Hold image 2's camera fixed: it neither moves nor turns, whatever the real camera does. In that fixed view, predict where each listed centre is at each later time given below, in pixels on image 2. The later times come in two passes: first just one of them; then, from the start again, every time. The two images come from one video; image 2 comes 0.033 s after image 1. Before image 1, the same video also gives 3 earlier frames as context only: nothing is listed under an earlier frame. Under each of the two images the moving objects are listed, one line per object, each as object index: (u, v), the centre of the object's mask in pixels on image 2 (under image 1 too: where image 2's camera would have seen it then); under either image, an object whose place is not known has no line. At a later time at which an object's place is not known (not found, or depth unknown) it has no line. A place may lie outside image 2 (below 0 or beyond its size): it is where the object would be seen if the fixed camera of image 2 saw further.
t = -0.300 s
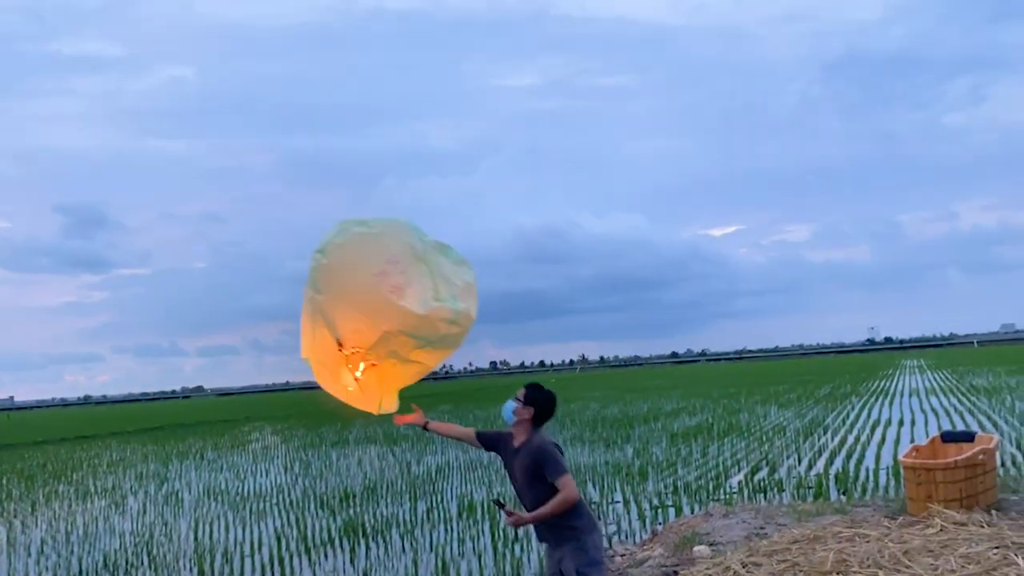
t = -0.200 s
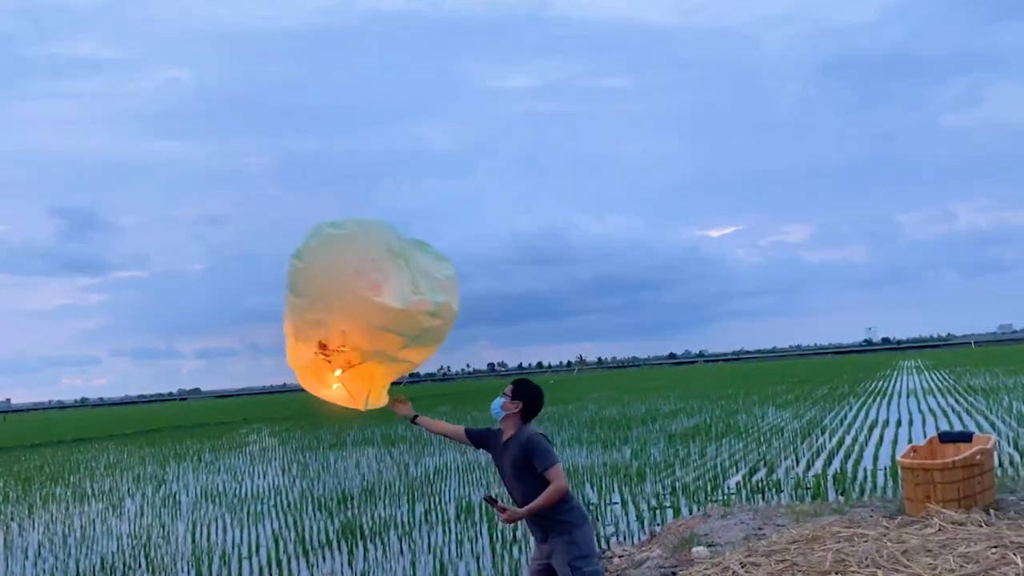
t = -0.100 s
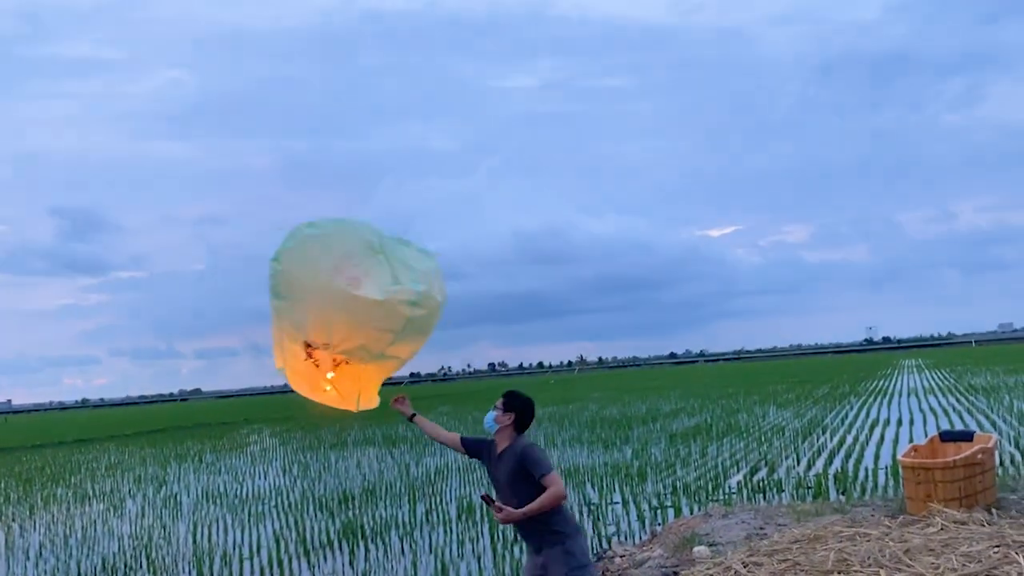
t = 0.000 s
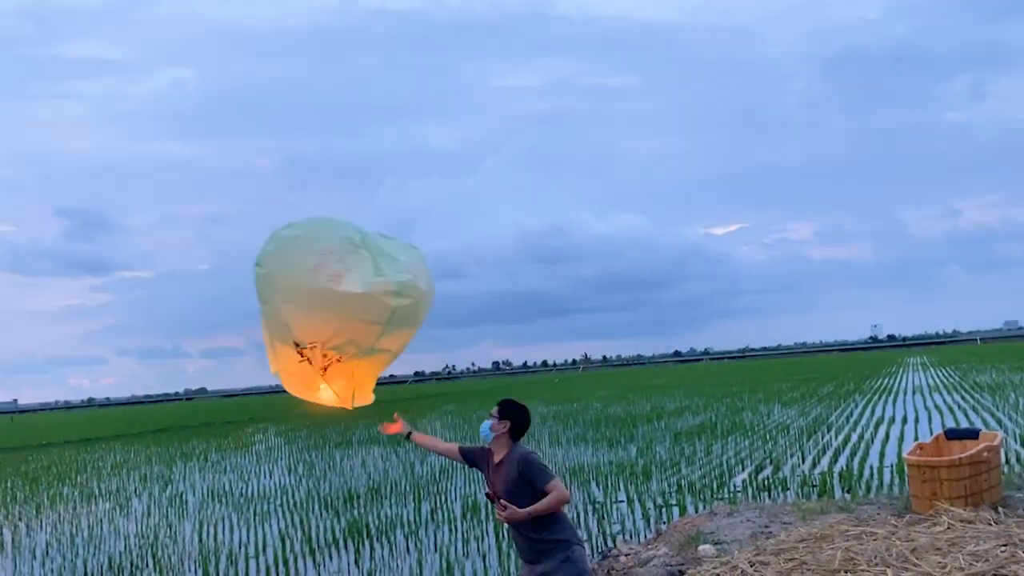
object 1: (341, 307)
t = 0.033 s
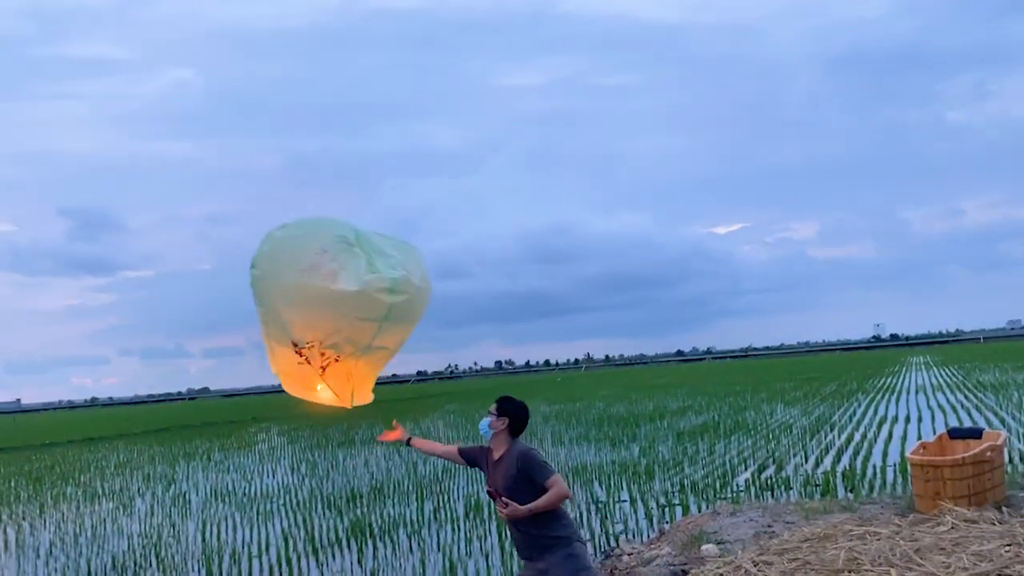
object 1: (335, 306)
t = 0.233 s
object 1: (305, 303)
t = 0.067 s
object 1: (329, 305)
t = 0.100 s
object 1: (323, 305)
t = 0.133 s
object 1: (316, 305)
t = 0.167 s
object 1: (310, 305)
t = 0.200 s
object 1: (307, 304)
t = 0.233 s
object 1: (305, 303)
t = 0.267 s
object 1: (302, 302)
